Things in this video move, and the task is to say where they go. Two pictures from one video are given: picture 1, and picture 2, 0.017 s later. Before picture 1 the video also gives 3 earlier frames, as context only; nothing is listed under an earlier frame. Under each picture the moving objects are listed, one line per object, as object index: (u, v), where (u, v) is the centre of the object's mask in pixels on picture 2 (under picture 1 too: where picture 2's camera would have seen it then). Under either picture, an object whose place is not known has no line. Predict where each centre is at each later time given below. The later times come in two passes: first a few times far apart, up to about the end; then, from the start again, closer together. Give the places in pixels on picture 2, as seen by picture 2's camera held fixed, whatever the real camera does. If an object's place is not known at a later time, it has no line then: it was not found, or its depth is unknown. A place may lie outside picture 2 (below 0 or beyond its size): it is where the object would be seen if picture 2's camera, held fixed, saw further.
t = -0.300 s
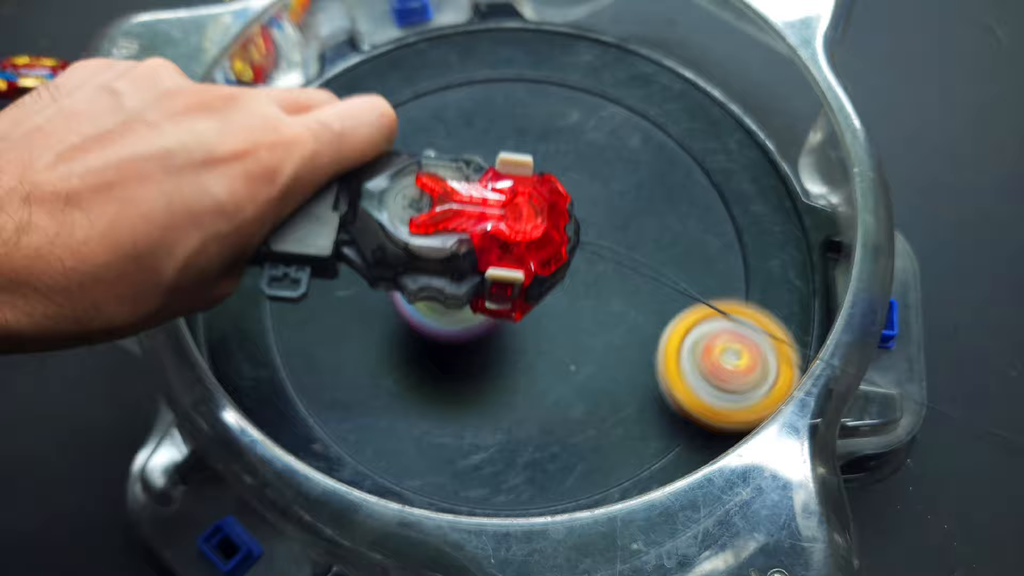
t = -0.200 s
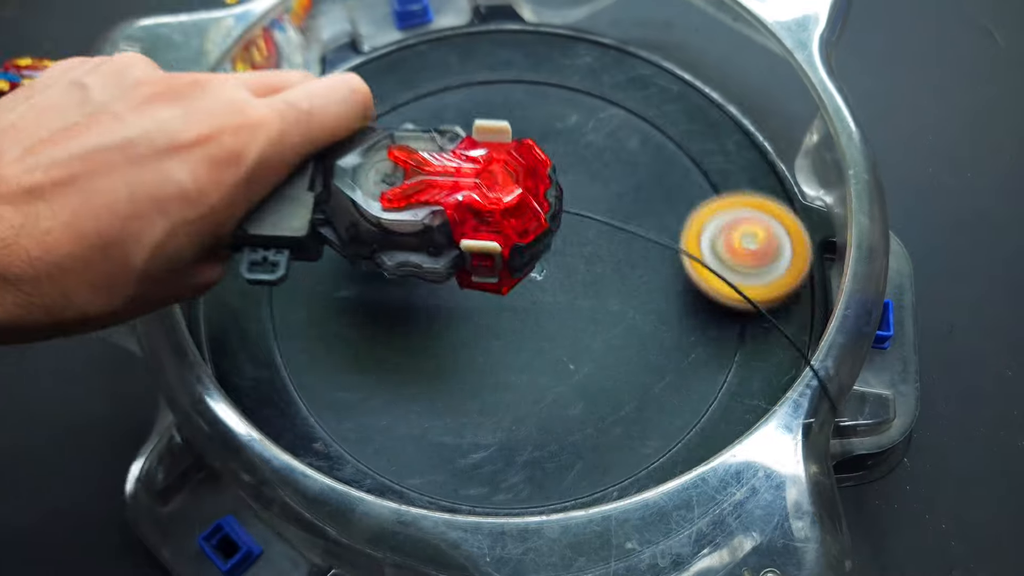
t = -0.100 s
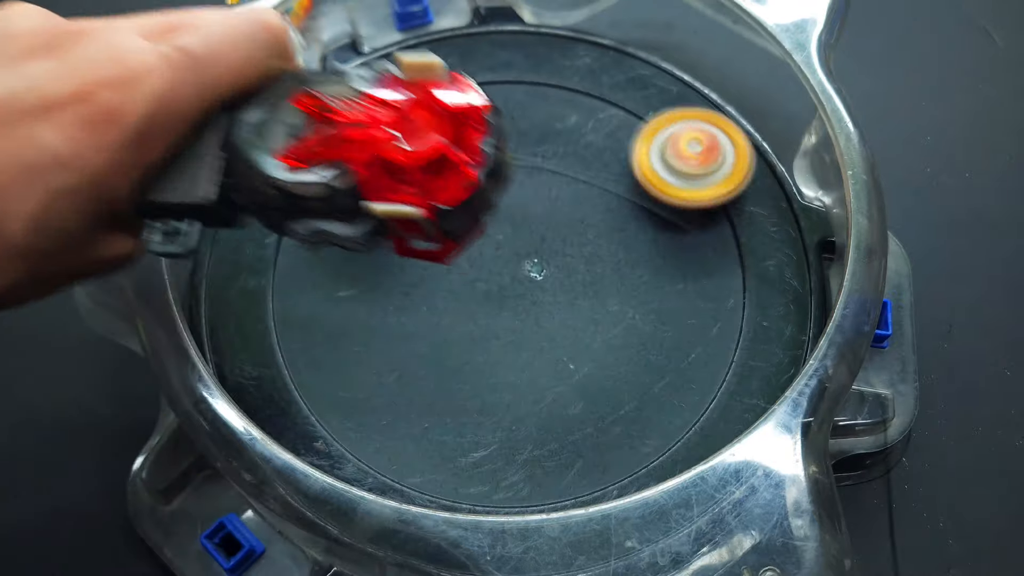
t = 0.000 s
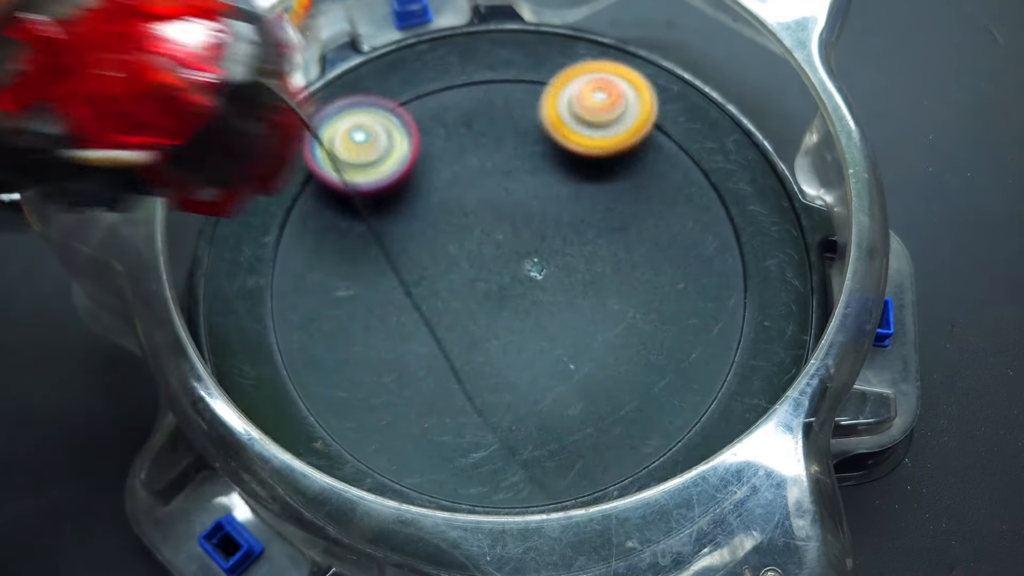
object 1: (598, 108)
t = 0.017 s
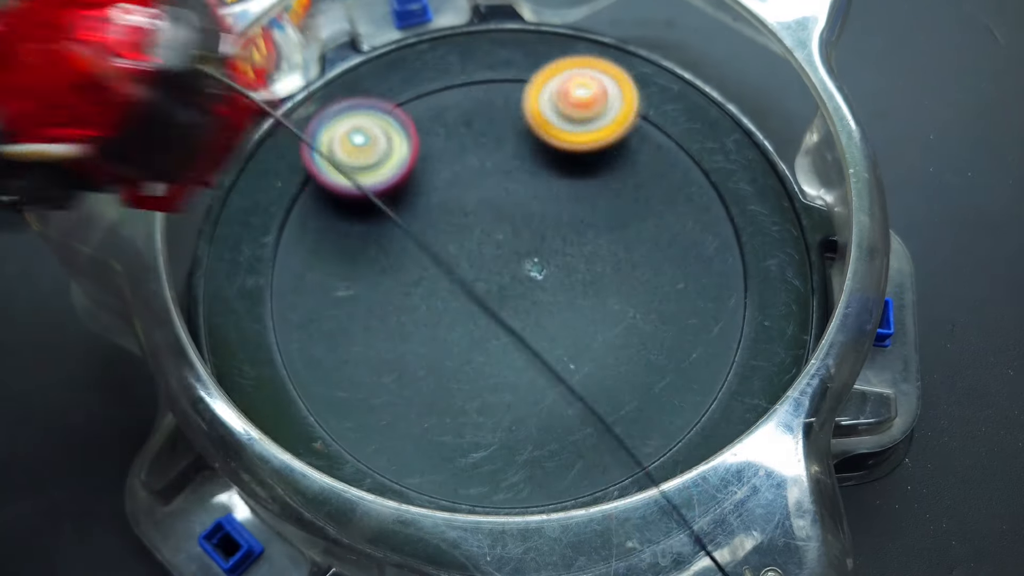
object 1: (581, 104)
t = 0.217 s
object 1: (376, 138)
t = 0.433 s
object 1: (327, 168)
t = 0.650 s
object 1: (406, 364)
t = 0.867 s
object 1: (634, 330)
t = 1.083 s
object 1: (634, 132)
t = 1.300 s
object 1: (464, 69)
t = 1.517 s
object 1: (332, 222)
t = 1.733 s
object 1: (492, 391)
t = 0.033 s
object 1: (564, 101)
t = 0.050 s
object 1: (547, 100)
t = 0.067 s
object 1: (530, 98)
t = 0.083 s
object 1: (511, 101)
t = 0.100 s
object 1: (494, 103)
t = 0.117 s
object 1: (475, 106)
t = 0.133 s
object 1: (456, 112)
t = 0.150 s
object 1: (439, 117)
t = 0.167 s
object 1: (419, 125)
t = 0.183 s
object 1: (402, 135)
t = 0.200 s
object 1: (386, 144)
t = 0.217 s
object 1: (376, 138)
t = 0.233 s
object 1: (369, 131)
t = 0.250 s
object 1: (363, 125)
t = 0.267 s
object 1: (357, 121)
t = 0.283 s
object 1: (352, 119)
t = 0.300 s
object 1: (348, 119)
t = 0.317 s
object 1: (344, 120)
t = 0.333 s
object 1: (341, 121)
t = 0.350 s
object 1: (339, 124)
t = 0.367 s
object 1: (335, 130)
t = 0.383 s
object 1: (333, 138)
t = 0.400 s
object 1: (330, 146)
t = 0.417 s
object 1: (328, 157)
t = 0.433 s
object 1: (327, 168)
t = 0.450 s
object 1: (327, 181)
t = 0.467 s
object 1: (326, 195)
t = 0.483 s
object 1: (326, 210)
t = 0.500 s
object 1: (327, 225)
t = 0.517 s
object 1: (328, 241)
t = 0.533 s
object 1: (331, 259)
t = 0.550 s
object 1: (337, 276)
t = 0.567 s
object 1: (343, 293)
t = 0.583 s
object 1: (353, 310)
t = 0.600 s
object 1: (363, 326)
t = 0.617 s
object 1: (375, 340)
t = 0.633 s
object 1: (390, 353)
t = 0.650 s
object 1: (406, 364)
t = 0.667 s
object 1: (423, 373)
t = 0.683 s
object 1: (442, 380)
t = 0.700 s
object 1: (460, 386)
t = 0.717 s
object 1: (480, 388)
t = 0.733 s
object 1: (501, 389)
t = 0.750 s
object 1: (519, 390)
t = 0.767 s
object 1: (538, 391)
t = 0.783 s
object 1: (557, 387)
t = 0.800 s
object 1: (574, 379)
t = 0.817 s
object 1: (591, 369)
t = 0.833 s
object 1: (607, 357)
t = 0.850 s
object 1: (621, 344)
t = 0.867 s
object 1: (634, 330)
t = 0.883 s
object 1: (645, 313)
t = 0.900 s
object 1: (654, 298)
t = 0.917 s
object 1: (661, 281)
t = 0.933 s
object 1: (666, 264)
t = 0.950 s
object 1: (670, 248)
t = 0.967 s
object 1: (670, 230)
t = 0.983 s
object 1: (670, 214)
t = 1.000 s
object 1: (668, 199)
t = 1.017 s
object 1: (664, 183)
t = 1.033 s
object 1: (658, 169)
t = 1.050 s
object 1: (652, 156)
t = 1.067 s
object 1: (643, 142)
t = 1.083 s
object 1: (634, 132)
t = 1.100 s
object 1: (624, 121)
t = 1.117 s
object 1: (613, 111)
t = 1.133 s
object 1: (602, 103)
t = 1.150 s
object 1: (590, 94)
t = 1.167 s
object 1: (578, 87)
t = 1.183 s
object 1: (566, 81)
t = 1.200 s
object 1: (553, 75)
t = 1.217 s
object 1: (539, 71)
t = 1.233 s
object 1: (525, 68)
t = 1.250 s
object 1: (511, 66)
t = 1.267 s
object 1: (495, 65)
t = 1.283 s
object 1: (481, 67)
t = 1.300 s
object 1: (464, 69)
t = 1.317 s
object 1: (446, 73)
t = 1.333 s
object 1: (430, 77)
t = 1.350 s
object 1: (416, 83)
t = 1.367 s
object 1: (402, 92)
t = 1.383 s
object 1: (390, 101)
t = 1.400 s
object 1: (378, 113)
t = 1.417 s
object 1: (367, 125)
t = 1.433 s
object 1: (357, 139)
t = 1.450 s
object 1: (349, 154)
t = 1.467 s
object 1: (342, 170)
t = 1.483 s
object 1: (337, 187)
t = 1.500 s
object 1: (333, 204)
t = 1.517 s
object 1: (332, 222)
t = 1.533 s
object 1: (332, 242)
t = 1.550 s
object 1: (335, 259)
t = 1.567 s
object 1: (340, 277)
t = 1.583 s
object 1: (347, 295)
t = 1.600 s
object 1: (356, 311)
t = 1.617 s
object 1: (367, 327)
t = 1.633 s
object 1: (381, 341)
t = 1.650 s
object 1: (396, 353)
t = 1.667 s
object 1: (413, 364)
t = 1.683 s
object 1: (431, 374)
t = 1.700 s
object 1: (451, 381)
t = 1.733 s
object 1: (492, 391)
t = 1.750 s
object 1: (513, 391)
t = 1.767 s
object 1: (534, 389)
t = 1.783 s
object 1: (554, 385)
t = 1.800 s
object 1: (574, 379)
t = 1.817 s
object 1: (593, 372)
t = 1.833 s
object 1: (612, 362)
